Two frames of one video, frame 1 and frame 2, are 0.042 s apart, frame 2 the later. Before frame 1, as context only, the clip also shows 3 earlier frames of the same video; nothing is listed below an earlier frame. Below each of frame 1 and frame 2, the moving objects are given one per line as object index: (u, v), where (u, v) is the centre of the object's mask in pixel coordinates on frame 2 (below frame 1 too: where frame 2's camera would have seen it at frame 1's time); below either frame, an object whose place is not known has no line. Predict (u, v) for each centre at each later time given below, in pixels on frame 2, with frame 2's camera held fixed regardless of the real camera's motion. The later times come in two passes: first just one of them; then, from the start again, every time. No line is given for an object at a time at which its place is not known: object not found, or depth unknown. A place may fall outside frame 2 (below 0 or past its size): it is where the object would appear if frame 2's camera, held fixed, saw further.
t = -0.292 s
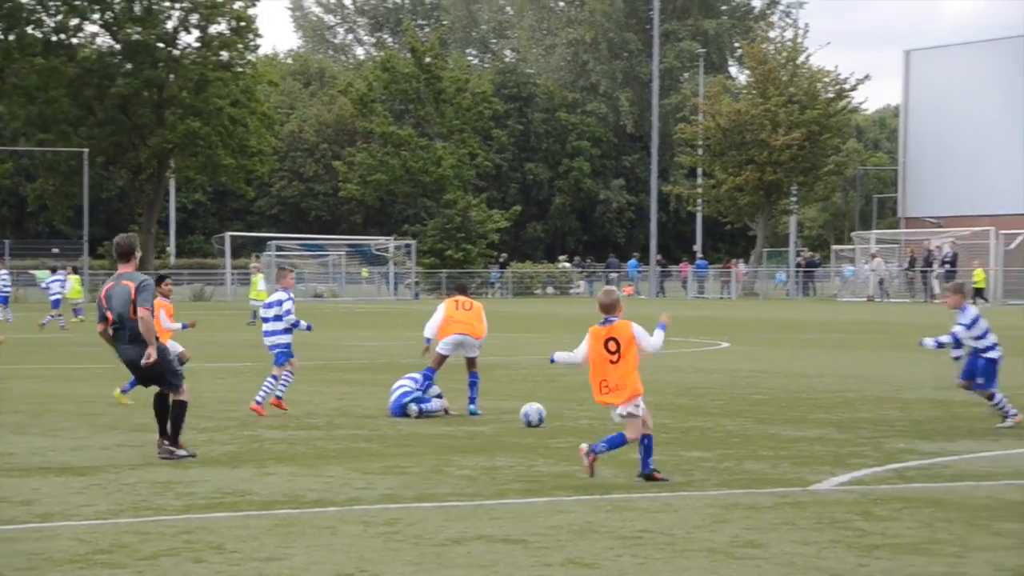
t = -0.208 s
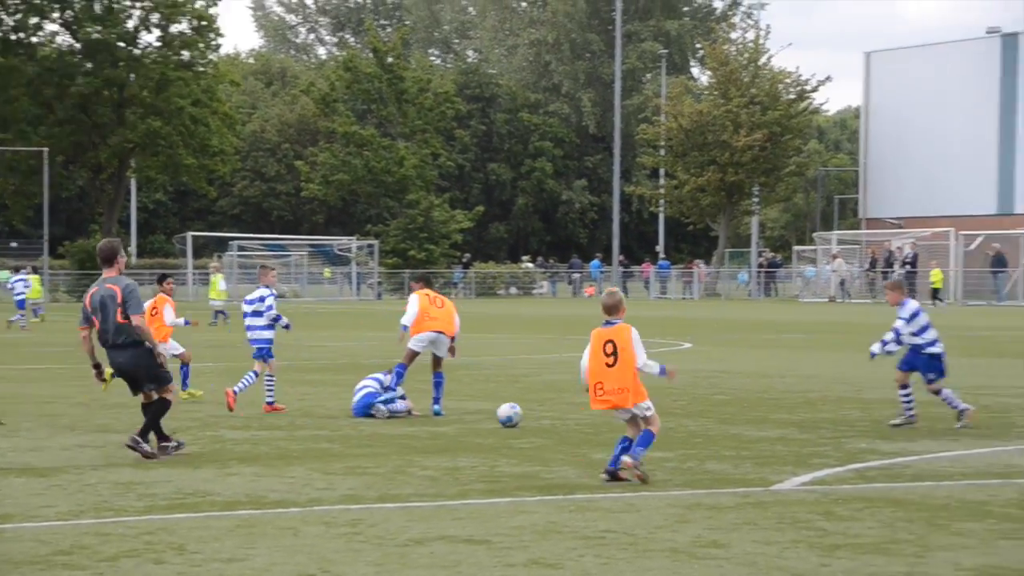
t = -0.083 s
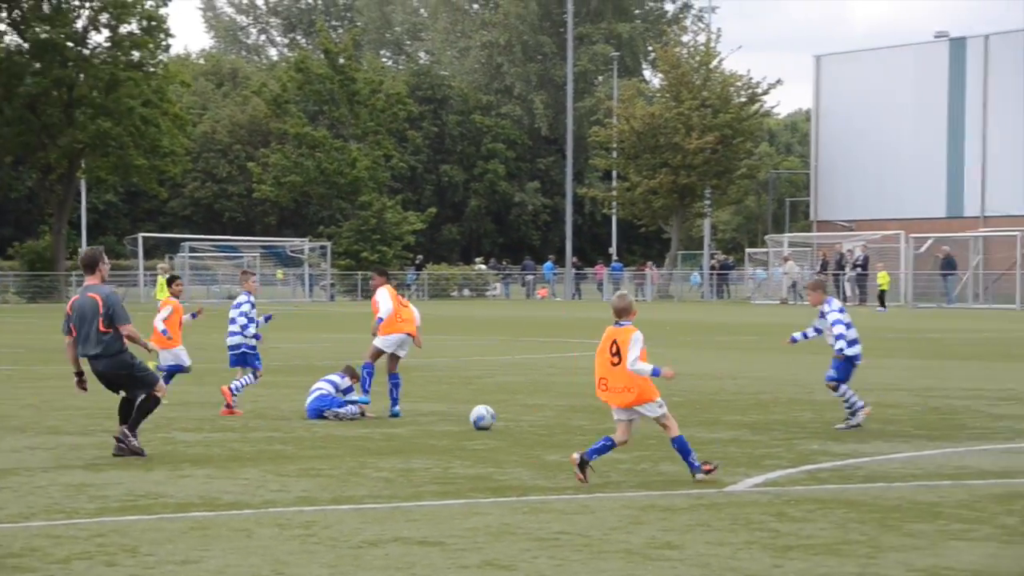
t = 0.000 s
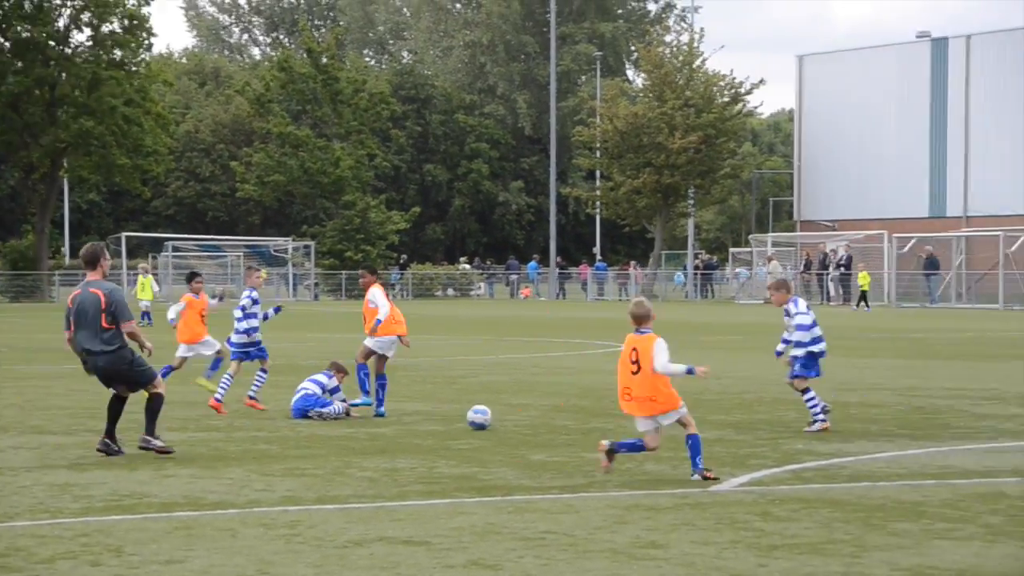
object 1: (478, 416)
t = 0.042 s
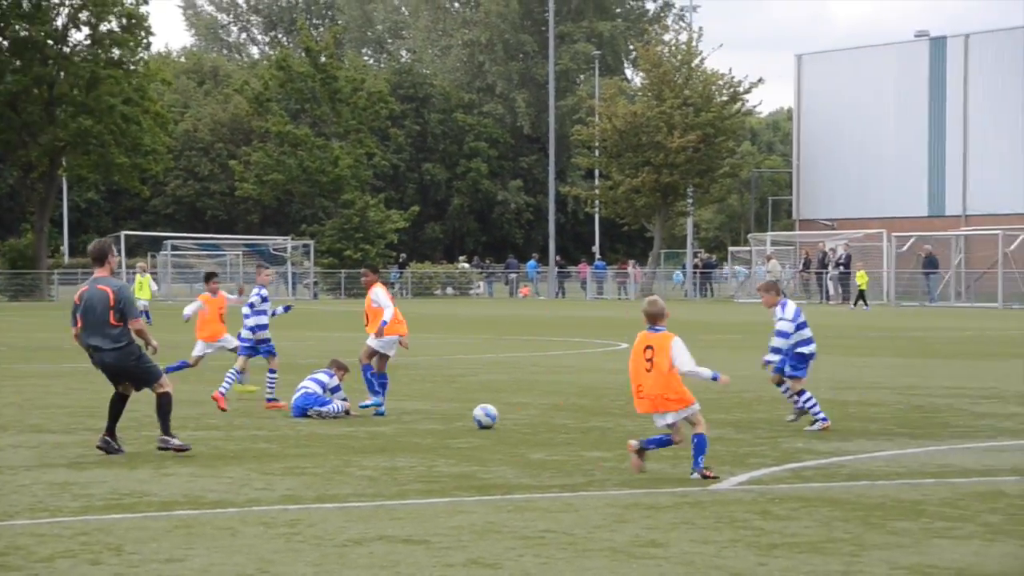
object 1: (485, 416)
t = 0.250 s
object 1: (514, 417)
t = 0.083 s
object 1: (491, 416)
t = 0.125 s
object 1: (497, 417)
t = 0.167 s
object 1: (502, 416)
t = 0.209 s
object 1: (509, 417)
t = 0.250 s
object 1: (514, 417)
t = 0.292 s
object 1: (520, 417)
